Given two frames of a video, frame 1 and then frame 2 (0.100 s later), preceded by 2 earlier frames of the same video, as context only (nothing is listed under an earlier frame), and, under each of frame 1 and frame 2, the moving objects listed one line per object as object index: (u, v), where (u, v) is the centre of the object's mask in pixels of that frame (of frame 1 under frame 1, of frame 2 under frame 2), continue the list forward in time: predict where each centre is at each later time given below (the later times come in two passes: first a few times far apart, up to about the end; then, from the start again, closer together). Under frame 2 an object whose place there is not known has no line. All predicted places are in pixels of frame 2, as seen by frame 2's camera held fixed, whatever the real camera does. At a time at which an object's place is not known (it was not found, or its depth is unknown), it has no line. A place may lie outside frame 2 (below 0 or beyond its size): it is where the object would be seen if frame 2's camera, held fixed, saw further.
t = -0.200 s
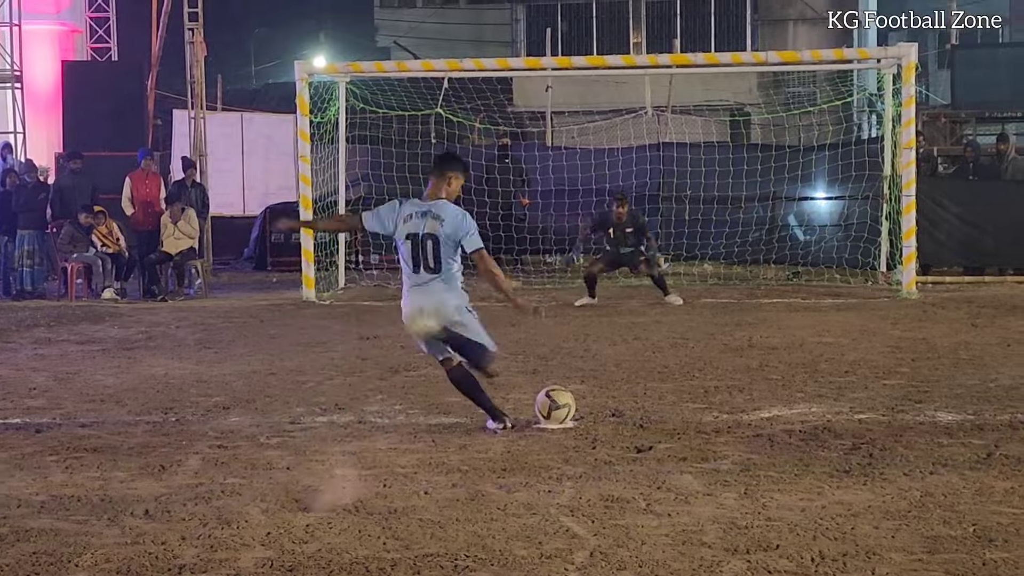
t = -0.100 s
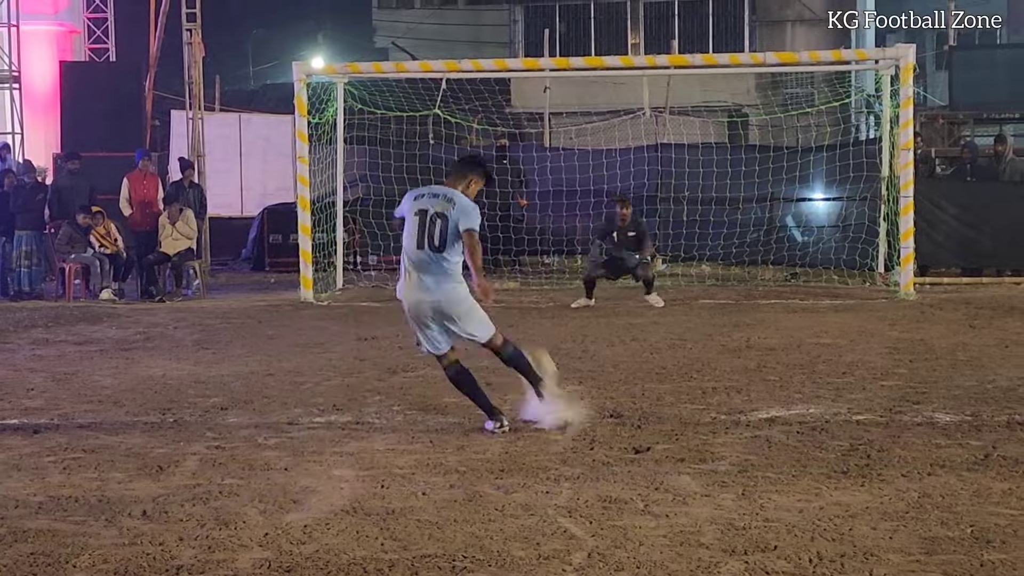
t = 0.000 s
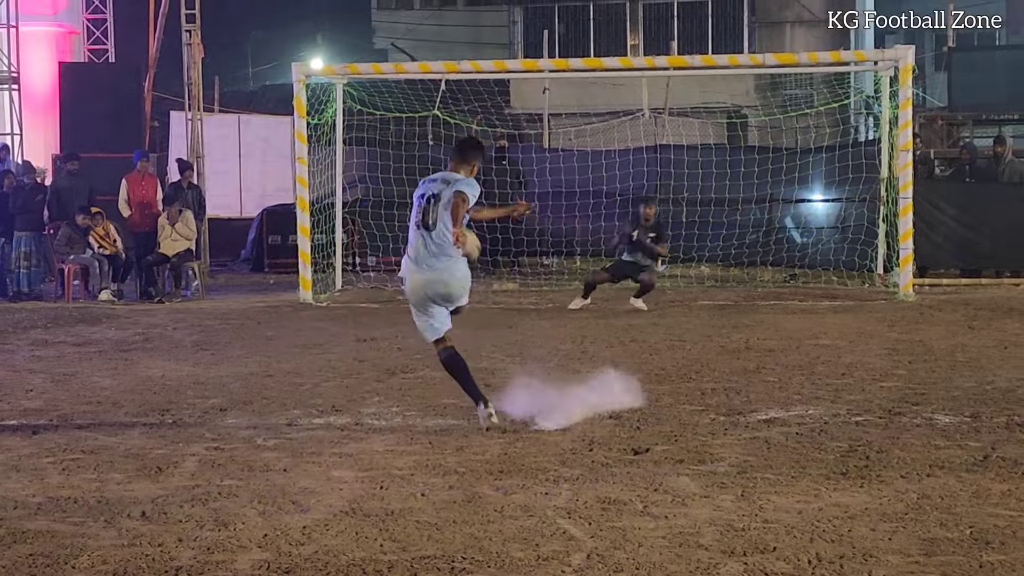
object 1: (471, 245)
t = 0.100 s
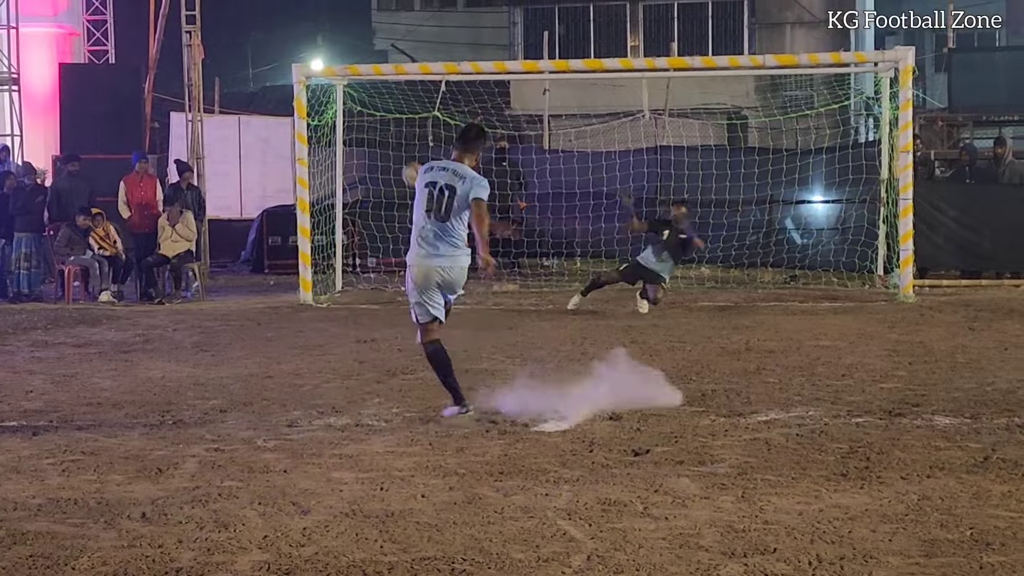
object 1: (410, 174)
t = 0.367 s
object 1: (354, 135)
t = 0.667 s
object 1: (366, 269)
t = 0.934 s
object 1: (373, 213)
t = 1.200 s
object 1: (379, 167)
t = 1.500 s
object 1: (390, 210)
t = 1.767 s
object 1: (402, 332)
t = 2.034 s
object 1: (406, 249)
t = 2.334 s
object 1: (415, 265)
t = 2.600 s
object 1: (422, 376)
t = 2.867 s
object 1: (451, 314)
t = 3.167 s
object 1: (486, 384)
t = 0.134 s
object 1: (401, 159)
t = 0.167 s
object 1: (387, 146)
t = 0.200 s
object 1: (375, 136)
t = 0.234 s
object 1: (367, 129)
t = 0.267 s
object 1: (360, 120)
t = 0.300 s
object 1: (355, 121)
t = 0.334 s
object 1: (353, 127)
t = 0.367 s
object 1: (354, 135)
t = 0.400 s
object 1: (354, 144)
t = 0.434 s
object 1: (355, 156)
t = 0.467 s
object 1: (357, 169)
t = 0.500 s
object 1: (359, 189)
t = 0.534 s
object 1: (361, 204)
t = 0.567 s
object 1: (362, 213)
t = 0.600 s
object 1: (364, 230)
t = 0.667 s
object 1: (366, 269)
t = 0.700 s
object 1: (368, 290)
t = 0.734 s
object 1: (369, 291)
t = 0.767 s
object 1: (369, 275)
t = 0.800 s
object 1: (369, 262)
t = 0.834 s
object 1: (371, 248)
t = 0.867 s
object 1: (371, 235)
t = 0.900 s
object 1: (372, 224)
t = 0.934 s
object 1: (373, 213)
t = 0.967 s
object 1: (373, 204)
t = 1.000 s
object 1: (374, 195)
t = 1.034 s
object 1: (375, 188)
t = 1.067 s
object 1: (376, 181)
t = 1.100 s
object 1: (377, 176)
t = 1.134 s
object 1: (378, 172)
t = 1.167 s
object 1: (378, 169)
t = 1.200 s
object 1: (379, 167)
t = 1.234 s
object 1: (380, 166)
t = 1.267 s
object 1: (381, 167)
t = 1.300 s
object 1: (382, 170)
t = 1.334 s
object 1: (383, 173)
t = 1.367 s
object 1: (384, 178)
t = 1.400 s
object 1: (385, 183)
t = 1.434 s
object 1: (387, 191)
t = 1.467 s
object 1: (388, 200)
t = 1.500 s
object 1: (390, 210)
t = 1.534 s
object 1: (391, 222)
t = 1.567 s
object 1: (393, 234)
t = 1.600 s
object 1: (395, 248)
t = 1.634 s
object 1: (396, 265)
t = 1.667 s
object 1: (397, 282)
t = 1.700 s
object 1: (399, 301)
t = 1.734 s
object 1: (401, 322)
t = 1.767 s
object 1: (402, 332)
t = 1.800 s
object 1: (403, 317)
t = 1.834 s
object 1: (402, 303)
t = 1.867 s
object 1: (403, 291)
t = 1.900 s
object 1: (404, 280)
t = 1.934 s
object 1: (404, 271)
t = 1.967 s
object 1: (405, 262)
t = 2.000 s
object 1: (405, 255)
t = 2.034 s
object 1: (406, 249)
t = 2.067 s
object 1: (407, 244)
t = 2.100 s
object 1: (408, 242)
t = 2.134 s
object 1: (409, 241)
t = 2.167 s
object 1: (410, 241)
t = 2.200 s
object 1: (411, 242)
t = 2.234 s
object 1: (412, 245)
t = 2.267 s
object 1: (413, 250)
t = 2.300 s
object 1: (414, 256)
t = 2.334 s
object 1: (415, 265)
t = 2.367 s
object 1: (416, 275)
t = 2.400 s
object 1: (417, 286)
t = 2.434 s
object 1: (417, 299)
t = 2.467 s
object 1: (419, 313)
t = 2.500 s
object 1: (420, 330)
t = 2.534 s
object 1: (421, 348)
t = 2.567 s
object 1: (421, 371)
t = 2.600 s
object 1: (422, 376)
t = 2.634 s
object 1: (426, 362)
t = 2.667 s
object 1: (430, 351)
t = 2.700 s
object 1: (433, 340)
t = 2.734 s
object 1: (436, 331)
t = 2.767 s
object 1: (440, 324)
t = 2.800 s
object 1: (443, 319)
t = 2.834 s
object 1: (447, 315)
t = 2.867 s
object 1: (451, 314)
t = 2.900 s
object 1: (454, 313)
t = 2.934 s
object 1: (459, 315)
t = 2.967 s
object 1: (462, 318)
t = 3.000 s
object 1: (466, 324)
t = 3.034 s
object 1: (471, 332)
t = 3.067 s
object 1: (474, 342)
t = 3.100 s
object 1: (479, 354)
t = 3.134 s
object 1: (482, 368)
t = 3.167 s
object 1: (486, 384)
